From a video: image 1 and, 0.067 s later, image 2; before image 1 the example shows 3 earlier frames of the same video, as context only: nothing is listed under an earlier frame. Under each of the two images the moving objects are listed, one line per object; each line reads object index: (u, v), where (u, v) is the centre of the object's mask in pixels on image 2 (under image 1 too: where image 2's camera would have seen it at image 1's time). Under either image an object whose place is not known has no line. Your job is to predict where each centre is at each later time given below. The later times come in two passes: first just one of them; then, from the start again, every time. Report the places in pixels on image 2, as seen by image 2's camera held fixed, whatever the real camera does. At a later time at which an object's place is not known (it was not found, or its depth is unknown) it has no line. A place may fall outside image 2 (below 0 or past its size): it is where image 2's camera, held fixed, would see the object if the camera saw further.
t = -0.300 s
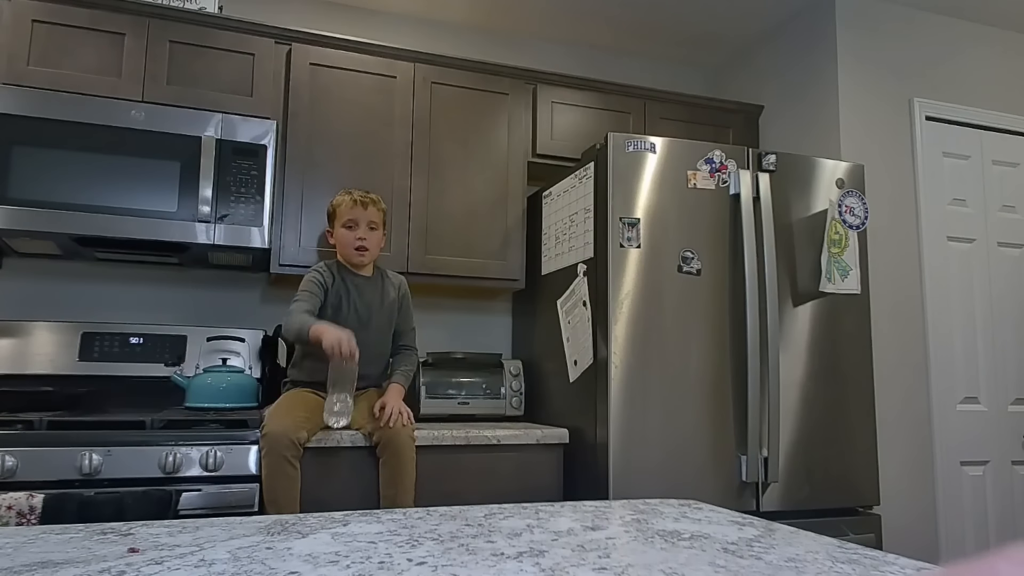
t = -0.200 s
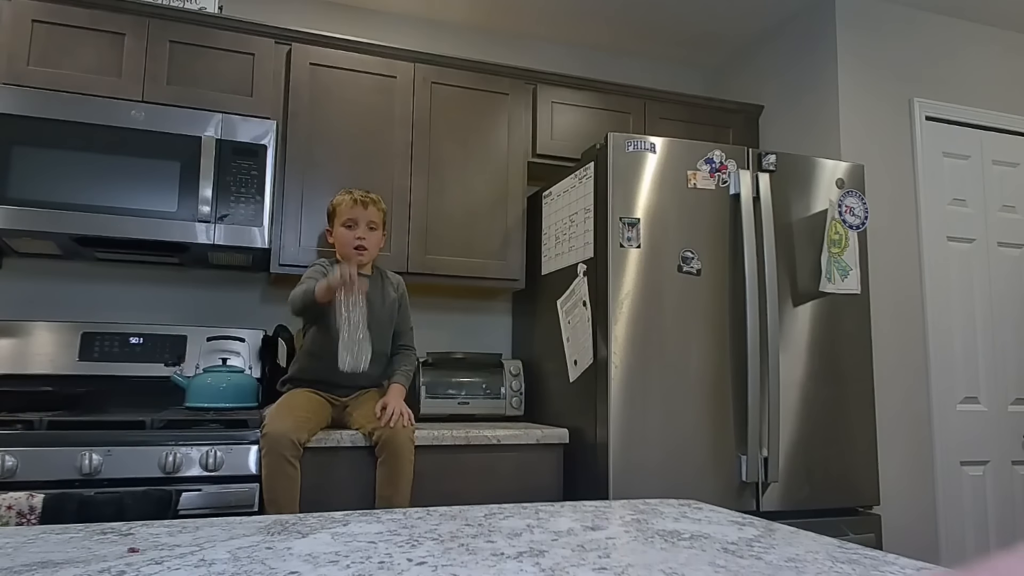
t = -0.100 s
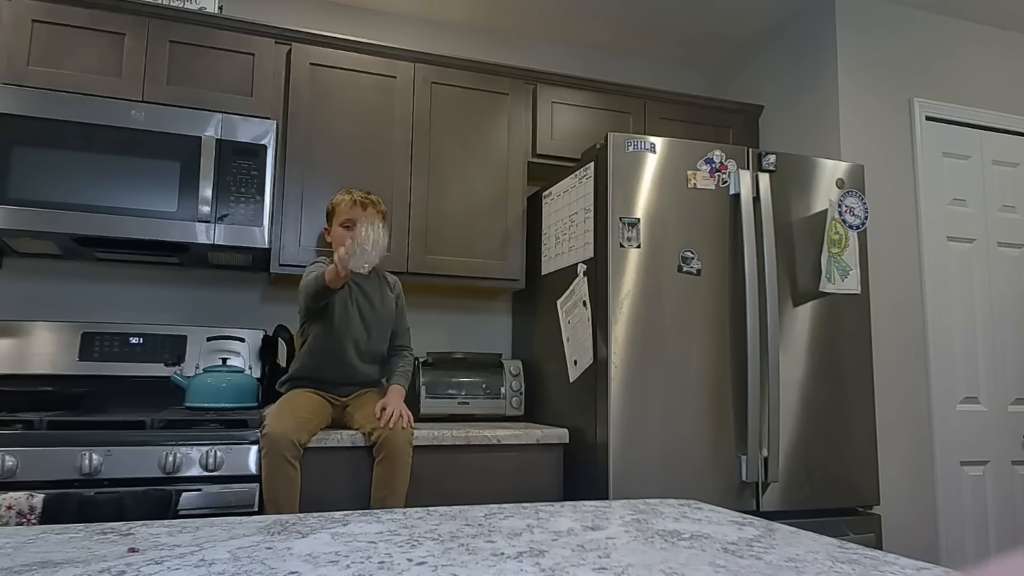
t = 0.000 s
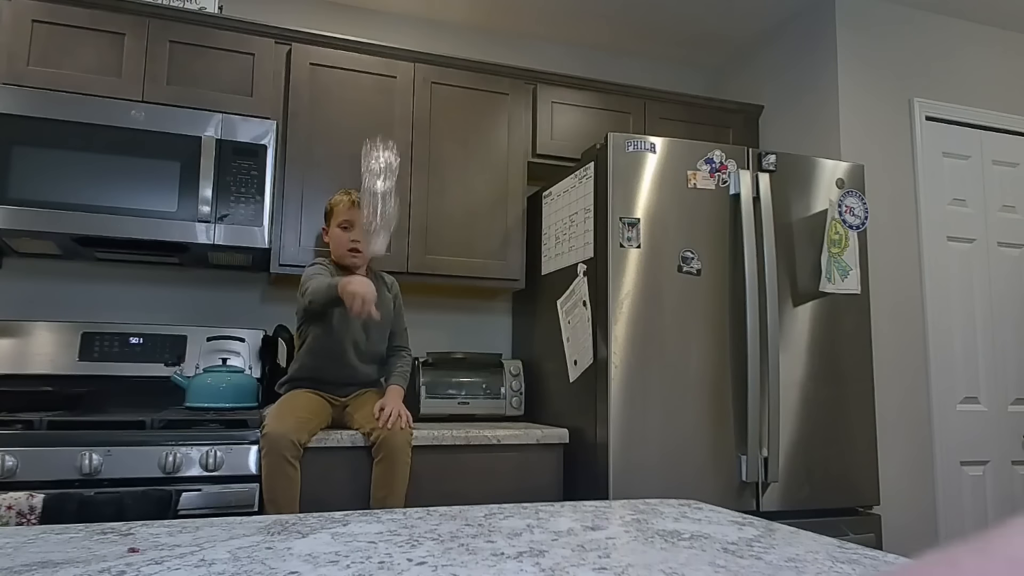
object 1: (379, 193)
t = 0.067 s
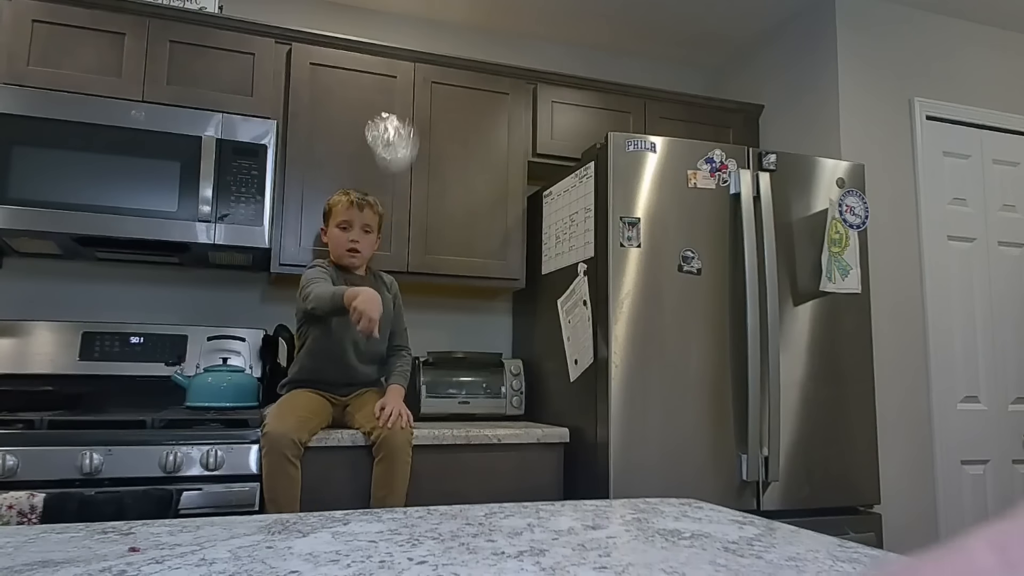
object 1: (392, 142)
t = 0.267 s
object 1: (413, 185)
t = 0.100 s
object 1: (397, 120)
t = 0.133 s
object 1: (401, 112)
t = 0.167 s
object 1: (404, 115)
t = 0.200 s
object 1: (407, 128)
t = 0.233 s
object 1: (410, 150)
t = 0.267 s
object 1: (413, 185)
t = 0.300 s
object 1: (416, 237)
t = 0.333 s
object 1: (422, 305)
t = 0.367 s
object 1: (426, 395)
